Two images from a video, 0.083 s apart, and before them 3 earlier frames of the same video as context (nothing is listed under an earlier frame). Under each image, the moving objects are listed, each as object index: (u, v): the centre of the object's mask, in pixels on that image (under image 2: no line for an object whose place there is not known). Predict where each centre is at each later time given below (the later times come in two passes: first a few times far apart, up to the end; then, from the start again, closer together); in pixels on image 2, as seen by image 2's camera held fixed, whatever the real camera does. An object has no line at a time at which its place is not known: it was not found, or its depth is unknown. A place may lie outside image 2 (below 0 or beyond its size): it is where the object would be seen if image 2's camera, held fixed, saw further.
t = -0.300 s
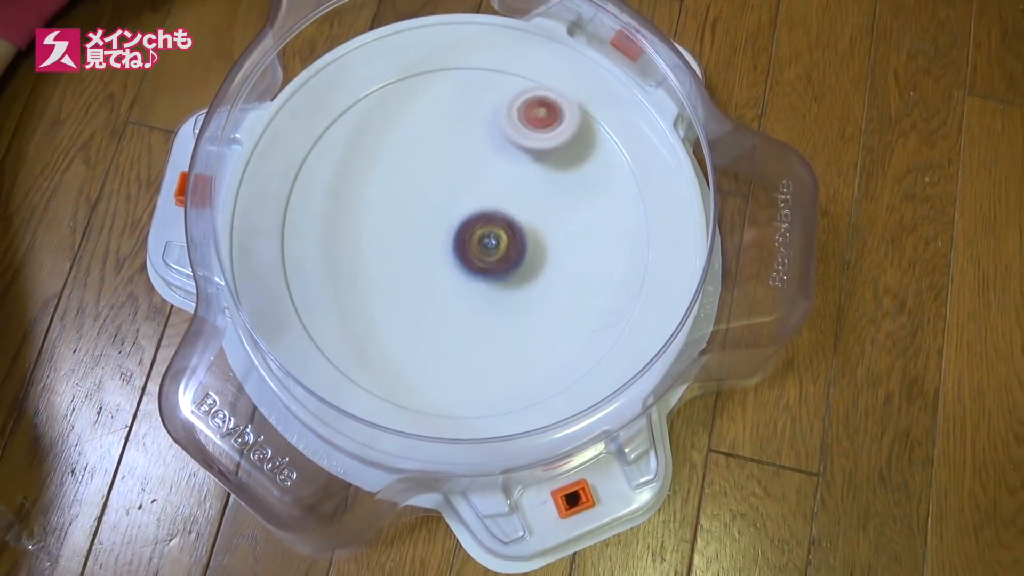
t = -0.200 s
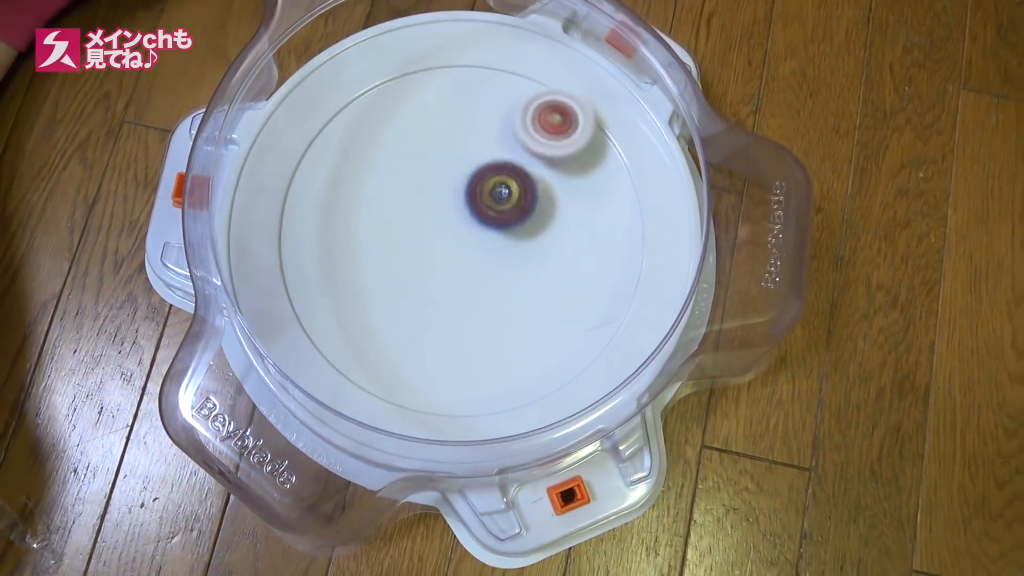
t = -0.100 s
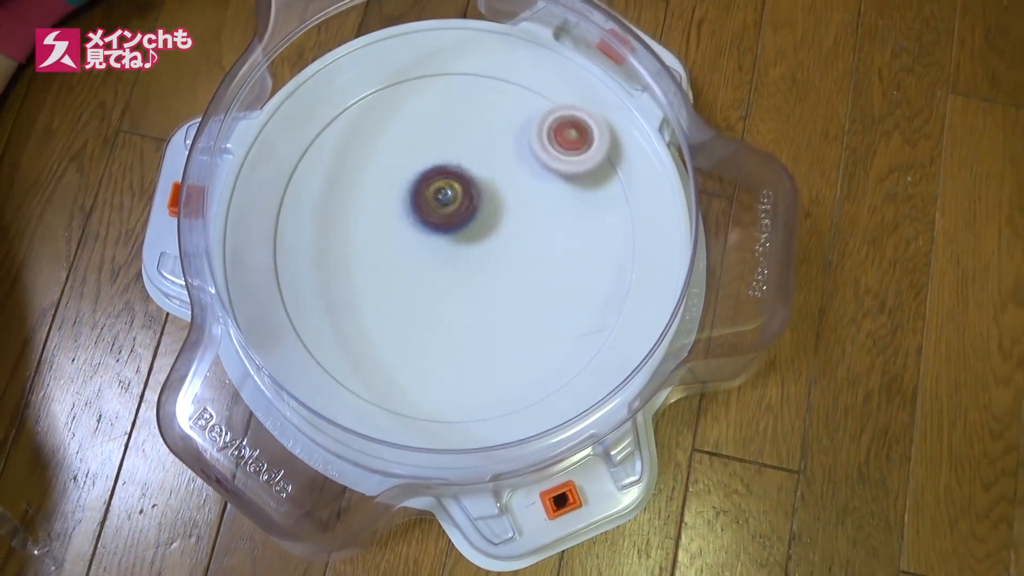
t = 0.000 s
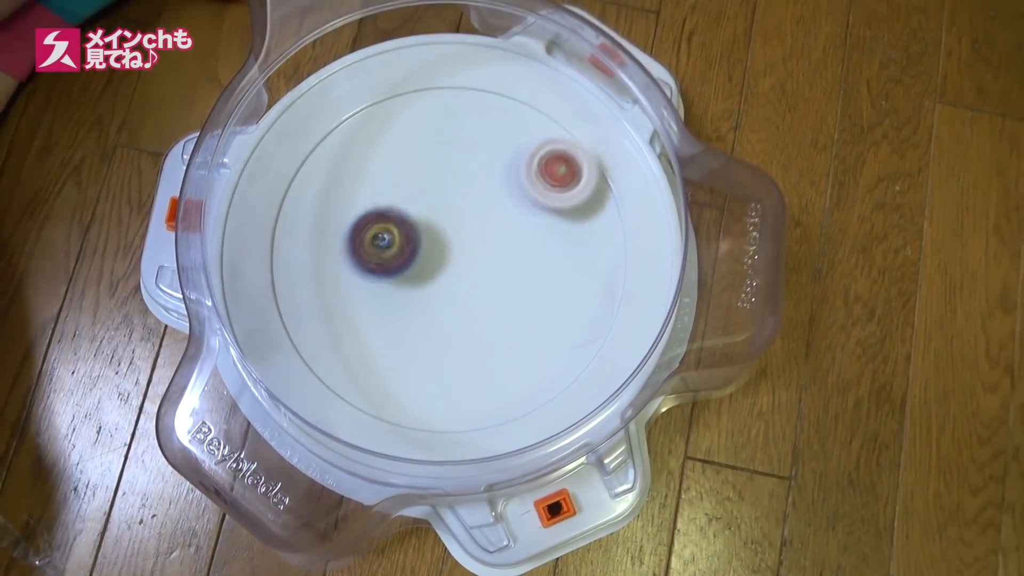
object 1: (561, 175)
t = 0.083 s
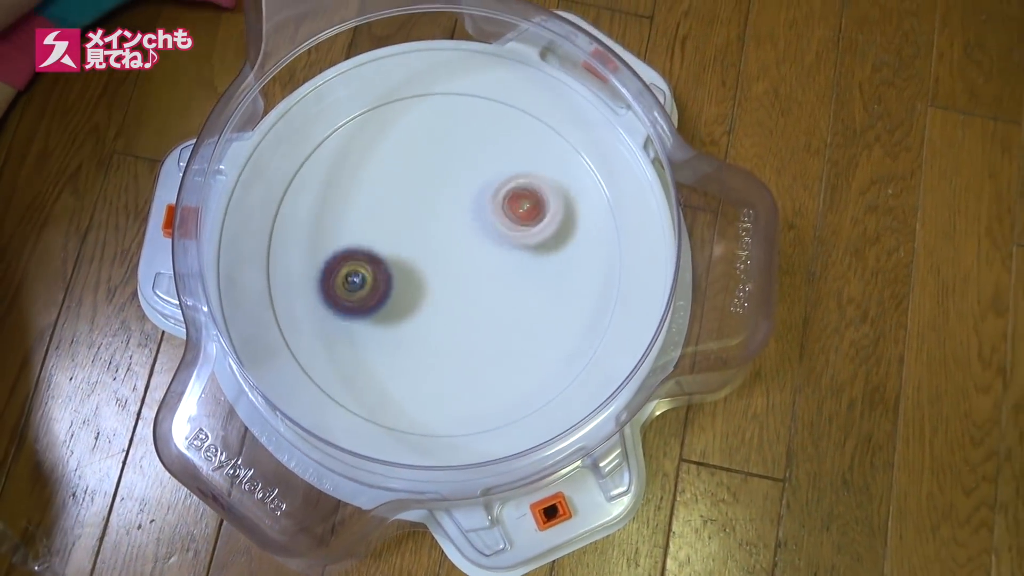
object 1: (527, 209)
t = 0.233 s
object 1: (439, 261)
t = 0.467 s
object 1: (360, 301)
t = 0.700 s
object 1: (451, 301)
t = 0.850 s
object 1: (496, 252)
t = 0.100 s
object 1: (518, 216)
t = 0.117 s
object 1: (509, 223)
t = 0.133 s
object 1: (501, 229)
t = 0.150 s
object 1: (492, 234)
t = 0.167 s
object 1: (481, 241)
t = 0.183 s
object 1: (470, 247)
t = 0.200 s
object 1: (460, 252)
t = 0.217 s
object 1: (449, 257)
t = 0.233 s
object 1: (439, 261)
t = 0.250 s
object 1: (428, 265)
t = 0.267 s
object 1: (419, 267)
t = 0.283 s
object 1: (411, 270)
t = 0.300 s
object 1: (399, 273)
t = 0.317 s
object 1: (391, 276)
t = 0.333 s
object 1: (385, 279)
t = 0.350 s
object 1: (378, 282)
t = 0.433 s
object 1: (359, 296)
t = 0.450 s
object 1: (359, 298)
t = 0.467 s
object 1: (360, 301)
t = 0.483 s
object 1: (362, 304)
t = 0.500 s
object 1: (364, 306)
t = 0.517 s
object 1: (368, 308)
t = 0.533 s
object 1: (373, 309)
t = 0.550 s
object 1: (381, 311)
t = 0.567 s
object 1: (385, 311)
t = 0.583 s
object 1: (392, 310)
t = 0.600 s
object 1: (397, 310)
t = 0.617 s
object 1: (406, 311)
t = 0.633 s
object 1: (415, 310)
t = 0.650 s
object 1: (425, 310)
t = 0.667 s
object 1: (434, 307)
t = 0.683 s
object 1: (443, 304)
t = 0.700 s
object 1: (451, 301)
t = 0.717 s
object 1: (457, 296)
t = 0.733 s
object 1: (464, 292)
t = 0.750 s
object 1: (471, 286)
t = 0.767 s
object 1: (477, 280)
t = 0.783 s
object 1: (483, 275)
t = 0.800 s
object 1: (487, 269)
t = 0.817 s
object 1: (490, 264)
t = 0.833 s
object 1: (494, 258)
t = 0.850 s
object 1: (496, 252)
